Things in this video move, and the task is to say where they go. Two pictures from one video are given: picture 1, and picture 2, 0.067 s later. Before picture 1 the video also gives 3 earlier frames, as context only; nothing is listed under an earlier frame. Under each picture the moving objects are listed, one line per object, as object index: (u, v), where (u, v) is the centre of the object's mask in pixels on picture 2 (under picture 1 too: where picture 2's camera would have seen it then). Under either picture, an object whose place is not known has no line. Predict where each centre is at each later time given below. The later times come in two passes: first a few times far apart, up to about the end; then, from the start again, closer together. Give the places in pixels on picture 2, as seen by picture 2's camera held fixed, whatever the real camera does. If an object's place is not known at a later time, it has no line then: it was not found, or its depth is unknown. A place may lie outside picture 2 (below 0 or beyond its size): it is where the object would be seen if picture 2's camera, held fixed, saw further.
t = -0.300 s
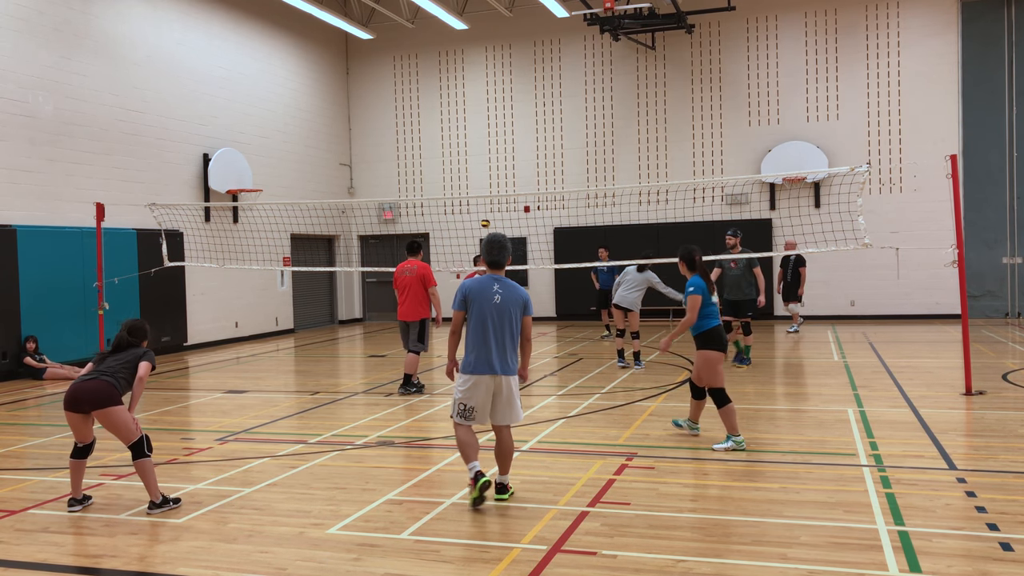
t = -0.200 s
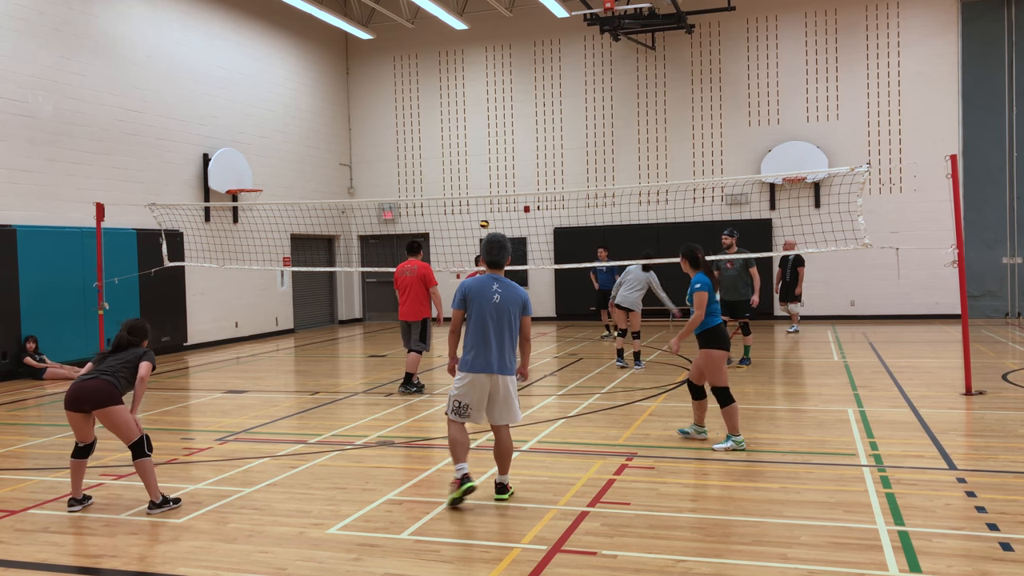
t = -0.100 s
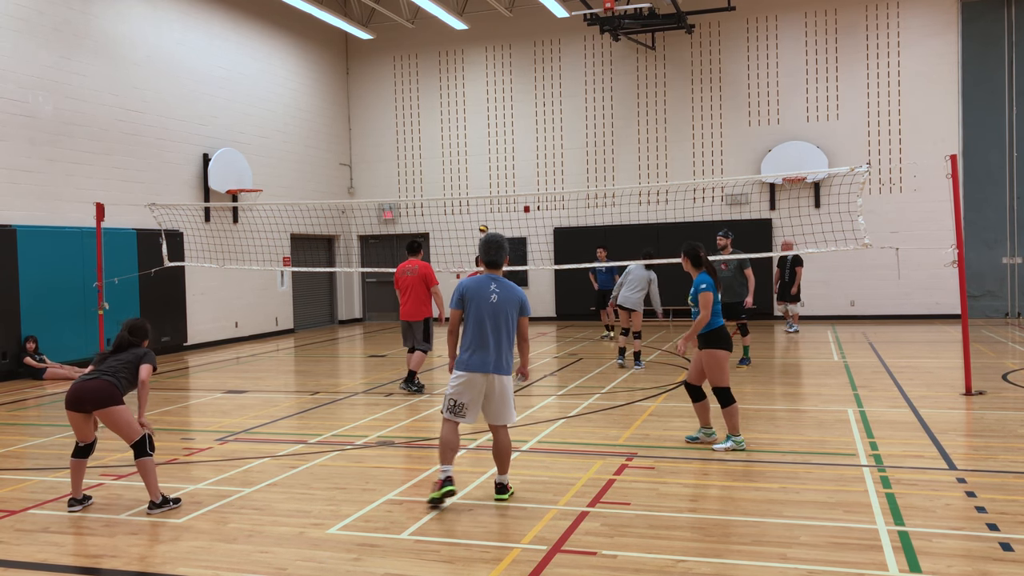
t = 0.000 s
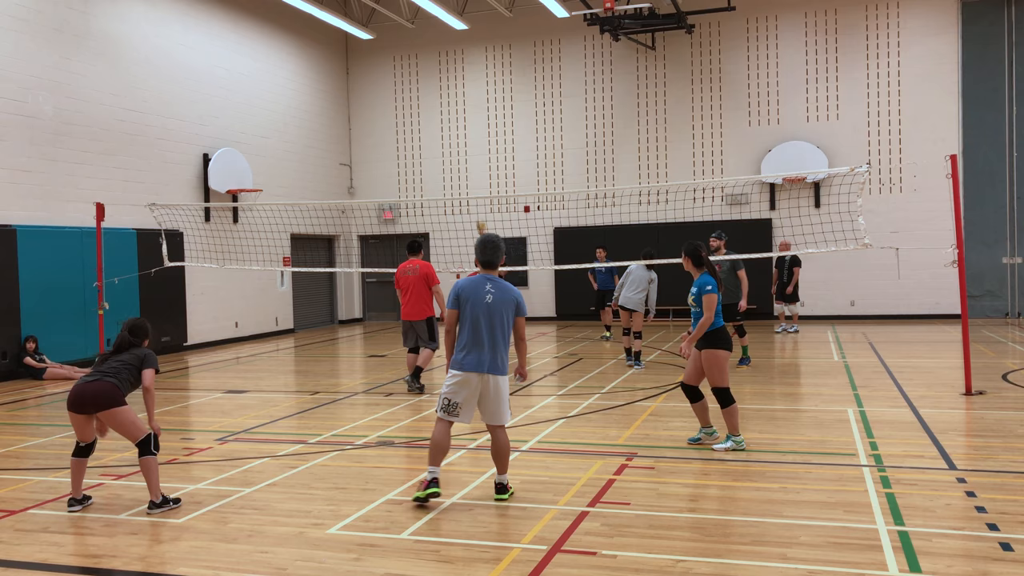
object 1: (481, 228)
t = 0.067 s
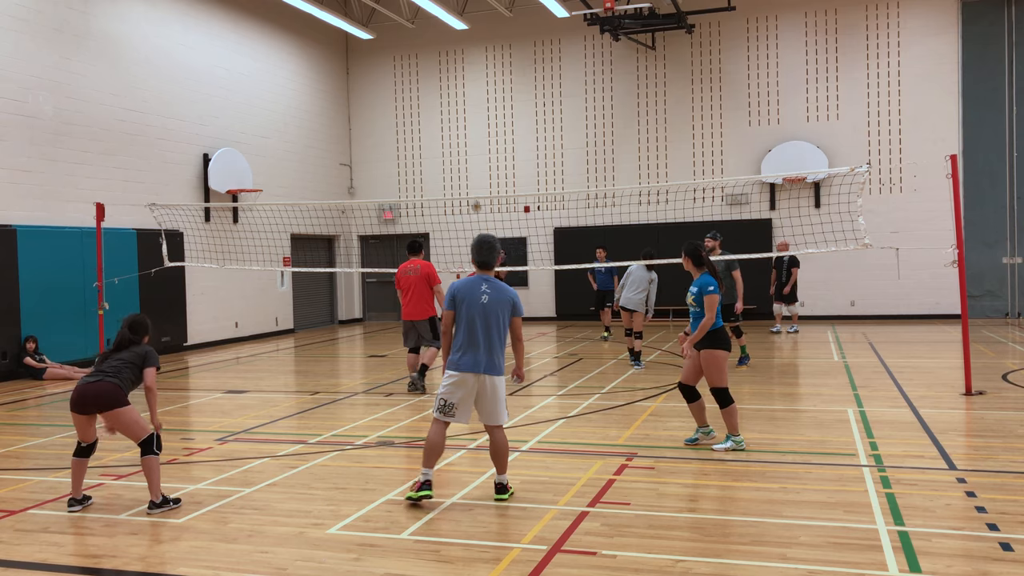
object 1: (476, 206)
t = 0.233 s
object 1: (460, 158)
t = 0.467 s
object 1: (431, 102)
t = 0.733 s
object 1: (389, 59)
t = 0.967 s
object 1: (338, 64)
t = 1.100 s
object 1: (301, 92)
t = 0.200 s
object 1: (464, 167)
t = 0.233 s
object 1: (460, 158)
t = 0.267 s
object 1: (456, 149)
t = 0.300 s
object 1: (452, 141)
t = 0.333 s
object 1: (448, 133)
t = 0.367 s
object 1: (444, 124)
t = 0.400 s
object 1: (440, 117)
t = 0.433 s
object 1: (436, 109)
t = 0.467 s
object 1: (431, 102)
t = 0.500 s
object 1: (427, 96)
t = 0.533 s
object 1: (422, 89)
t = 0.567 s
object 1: (417, 82)
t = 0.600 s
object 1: (412, 77)
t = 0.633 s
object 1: (407, 71)
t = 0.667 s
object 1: (402, 66)
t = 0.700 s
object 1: (396, 61)
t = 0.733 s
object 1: (389, 59)
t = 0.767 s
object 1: (383, 56)
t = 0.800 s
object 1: (377, 55)
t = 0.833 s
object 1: (369, 55)
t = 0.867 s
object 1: (362, 56)
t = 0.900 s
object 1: (355, 57)
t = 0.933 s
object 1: (347, 59)
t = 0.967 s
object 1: (338, 64)
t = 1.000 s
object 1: (330, 68)
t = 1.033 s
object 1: (320, 74)
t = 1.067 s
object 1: (312, 82)
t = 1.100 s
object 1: (301, 92)
